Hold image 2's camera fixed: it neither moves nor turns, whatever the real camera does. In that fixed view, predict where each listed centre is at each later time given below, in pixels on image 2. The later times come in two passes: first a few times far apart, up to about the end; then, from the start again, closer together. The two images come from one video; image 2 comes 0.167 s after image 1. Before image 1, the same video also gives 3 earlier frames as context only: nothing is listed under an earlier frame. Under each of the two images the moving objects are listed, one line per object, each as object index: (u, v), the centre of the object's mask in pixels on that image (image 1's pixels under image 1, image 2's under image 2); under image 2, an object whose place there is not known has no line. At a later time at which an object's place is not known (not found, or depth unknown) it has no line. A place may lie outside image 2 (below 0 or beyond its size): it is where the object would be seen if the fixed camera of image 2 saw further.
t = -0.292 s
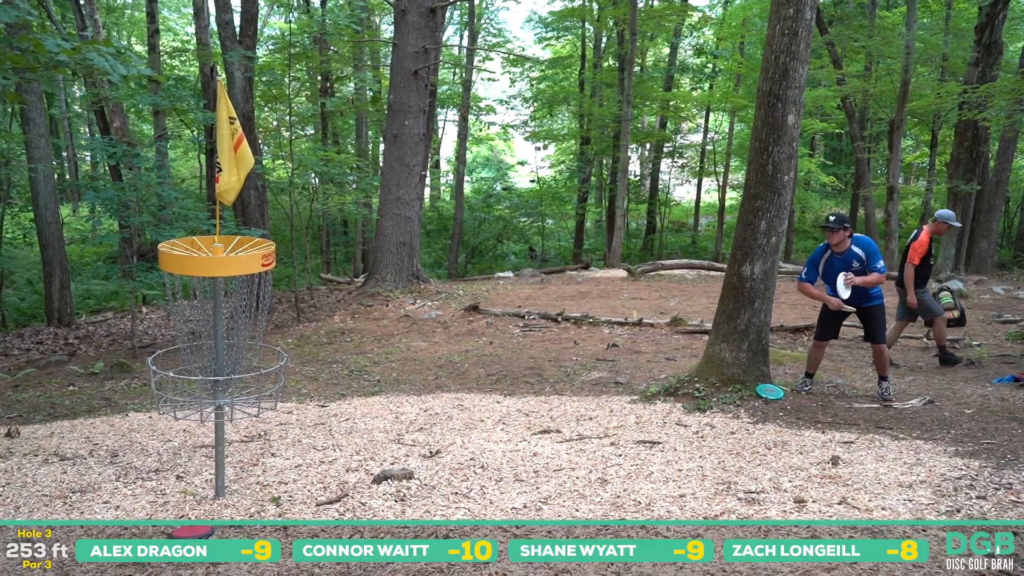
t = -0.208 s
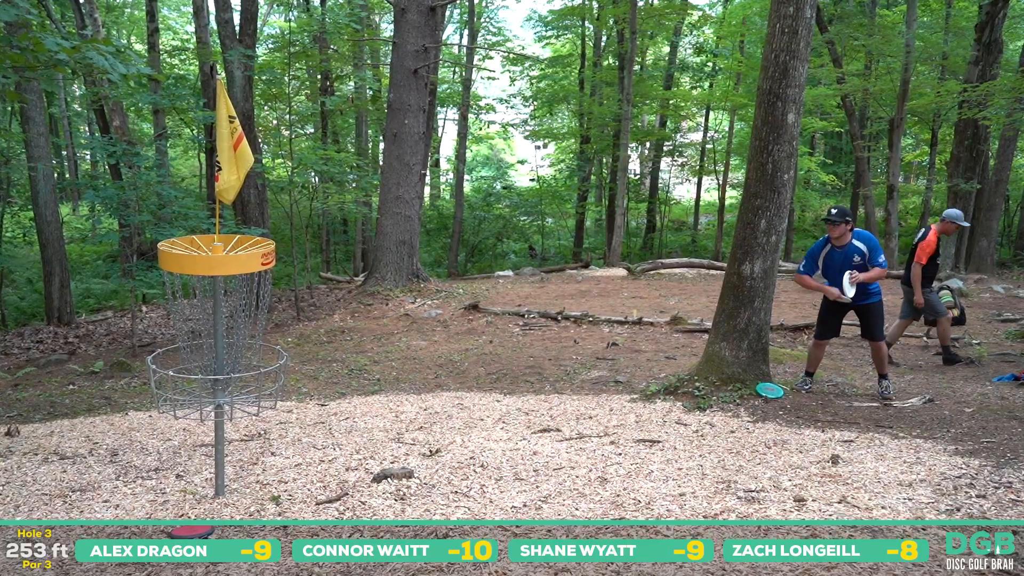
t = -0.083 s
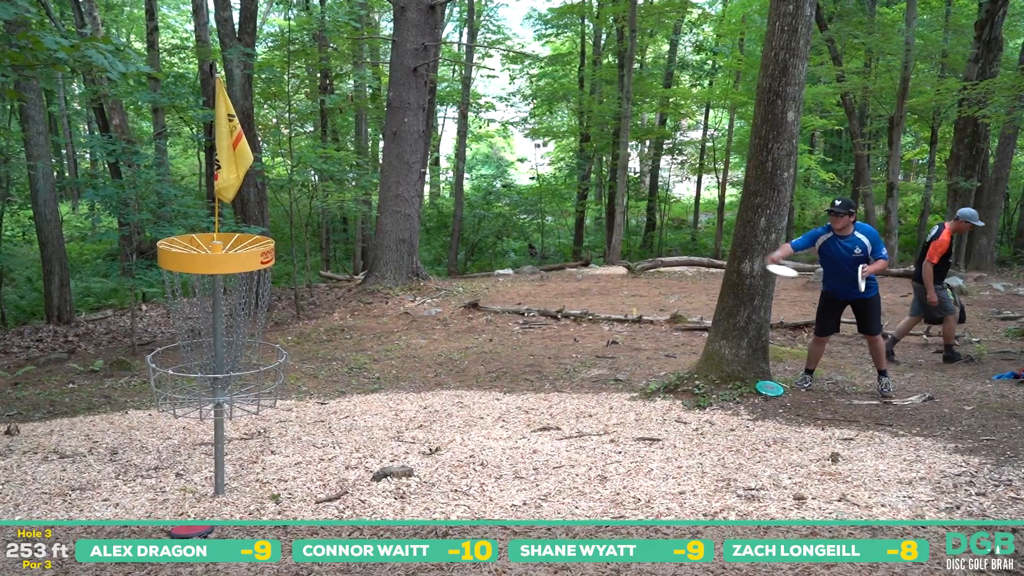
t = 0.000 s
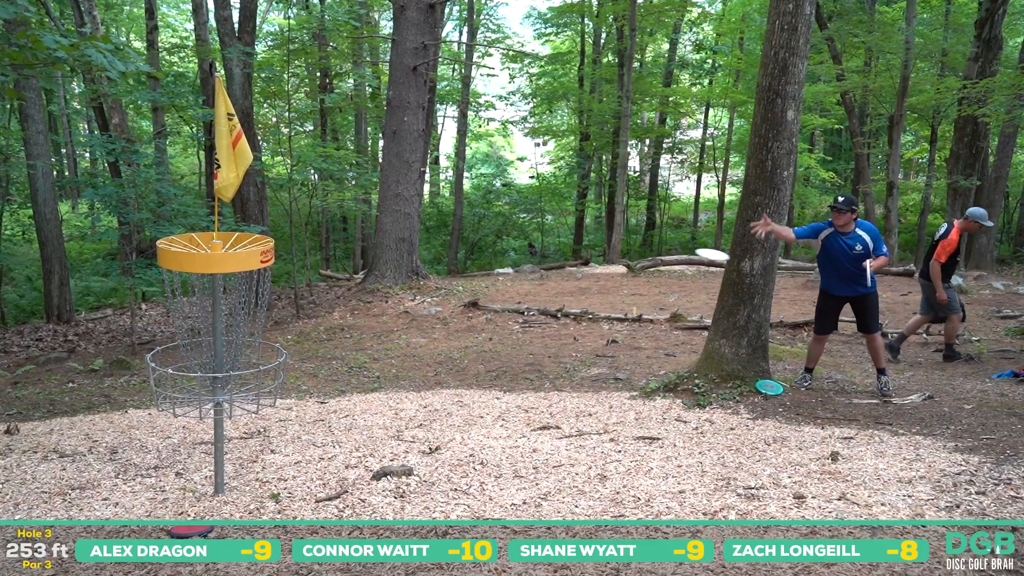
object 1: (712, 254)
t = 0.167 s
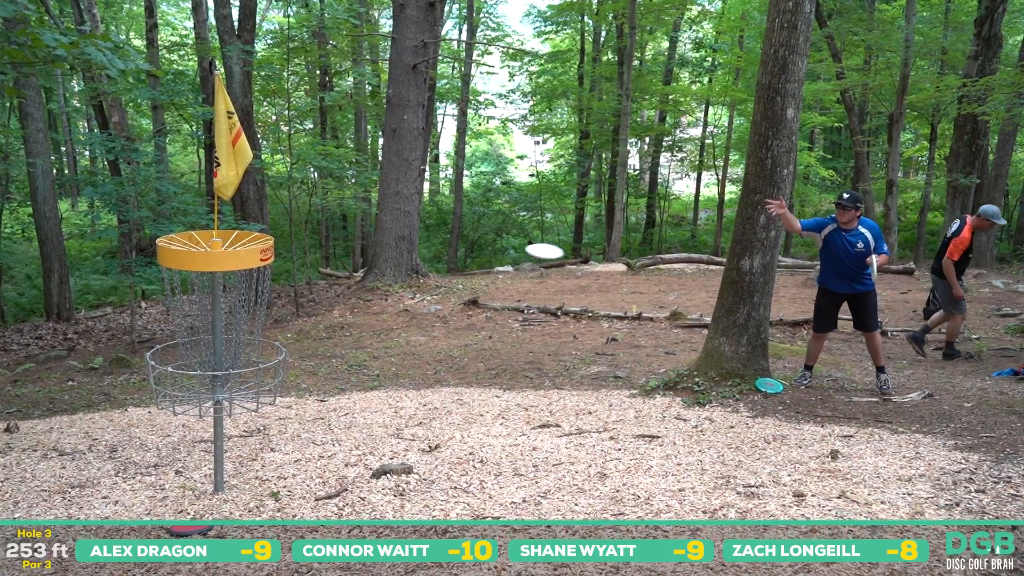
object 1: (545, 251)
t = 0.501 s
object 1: (228, 326)
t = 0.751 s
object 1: (240, 355)
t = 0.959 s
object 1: (239, 354)
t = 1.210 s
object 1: (236, 355)
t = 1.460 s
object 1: (241, 355)
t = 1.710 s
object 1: (238, 356)
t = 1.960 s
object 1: (237, 355)
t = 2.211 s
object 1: (238, 356)
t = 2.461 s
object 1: (238, 356)
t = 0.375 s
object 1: (277, 301)
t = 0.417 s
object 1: (245, 316)
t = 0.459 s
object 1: (230, 319)
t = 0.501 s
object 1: (228, 326)
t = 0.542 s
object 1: (228, 331)
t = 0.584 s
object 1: (228, 336)
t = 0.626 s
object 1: (227, 342)
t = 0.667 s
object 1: (228, 343)
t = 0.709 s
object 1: (234, 354)
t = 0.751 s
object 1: (240, 355)
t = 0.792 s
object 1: (240, 355)
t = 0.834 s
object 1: (241, 353)
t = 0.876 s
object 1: (241, 353)
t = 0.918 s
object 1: (242, 354)
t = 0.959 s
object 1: (239, 354)
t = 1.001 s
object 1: (238, 354)
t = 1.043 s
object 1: (238, 354)
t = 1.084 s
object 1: (238, 355)
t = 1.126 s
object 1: (244, 355)
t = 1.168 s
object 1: (240, 356)
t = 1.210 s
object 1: (236, 355)
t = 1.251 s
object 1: (236, 355)
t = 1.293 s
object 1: (236, 355)
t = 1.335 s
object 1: (236, 355)
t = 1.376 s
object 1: (237, 355)
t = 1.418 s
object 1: (239, 355)
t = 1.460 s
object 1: (241, 355)
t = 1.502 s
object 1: (239, 356)
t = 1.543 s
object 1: (239, 356)
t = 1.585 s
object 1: (239, 356)
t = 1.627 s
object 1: (239, 356)
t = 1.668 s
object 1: (238, 356)
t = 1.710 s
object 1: (238, 356)
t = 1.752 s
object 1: (238, 356)
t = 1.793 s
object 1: (238, 356)
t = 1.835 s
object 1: (237, 356)
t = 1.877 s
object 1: (237, 355)
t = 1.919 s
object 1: (237, 355)
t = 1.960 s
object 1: (237, 355)
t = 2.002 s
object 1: (237, 355)
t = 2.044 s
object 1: (238, 356)
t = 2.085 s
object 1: (238, 356)
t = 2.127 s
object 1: (239, 356)
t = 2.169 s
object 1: (239, 356)
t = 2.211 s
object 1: (238, 356)
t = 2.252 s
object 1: (238, 356)
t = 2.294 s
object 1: (238, 356)
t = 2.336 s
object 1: (238, 355)
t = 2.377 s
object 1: (238, 356)
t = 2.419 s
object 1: (238, 356)
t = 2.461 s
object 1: (238, 356)
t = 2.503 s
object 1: (238, 356)
